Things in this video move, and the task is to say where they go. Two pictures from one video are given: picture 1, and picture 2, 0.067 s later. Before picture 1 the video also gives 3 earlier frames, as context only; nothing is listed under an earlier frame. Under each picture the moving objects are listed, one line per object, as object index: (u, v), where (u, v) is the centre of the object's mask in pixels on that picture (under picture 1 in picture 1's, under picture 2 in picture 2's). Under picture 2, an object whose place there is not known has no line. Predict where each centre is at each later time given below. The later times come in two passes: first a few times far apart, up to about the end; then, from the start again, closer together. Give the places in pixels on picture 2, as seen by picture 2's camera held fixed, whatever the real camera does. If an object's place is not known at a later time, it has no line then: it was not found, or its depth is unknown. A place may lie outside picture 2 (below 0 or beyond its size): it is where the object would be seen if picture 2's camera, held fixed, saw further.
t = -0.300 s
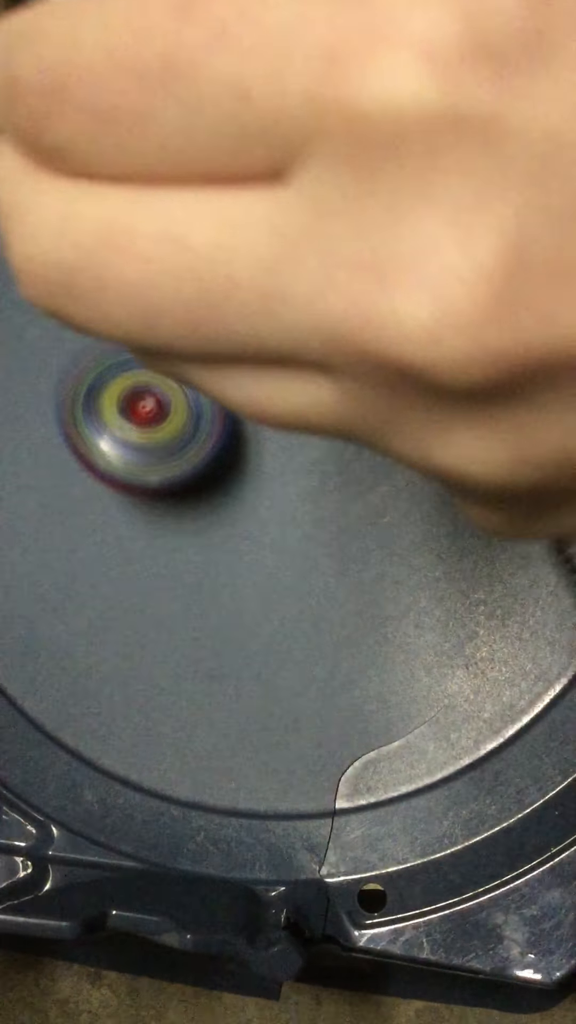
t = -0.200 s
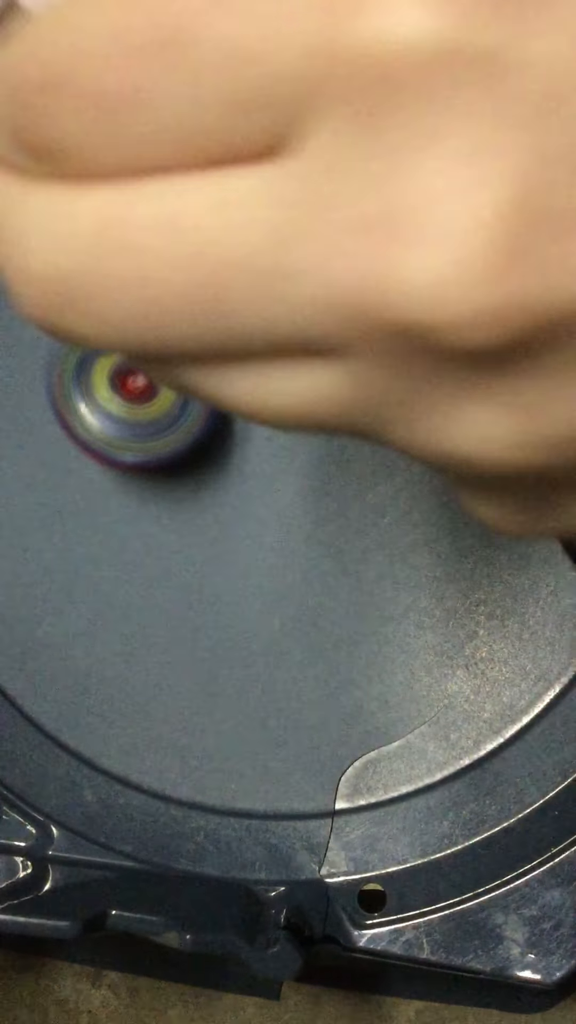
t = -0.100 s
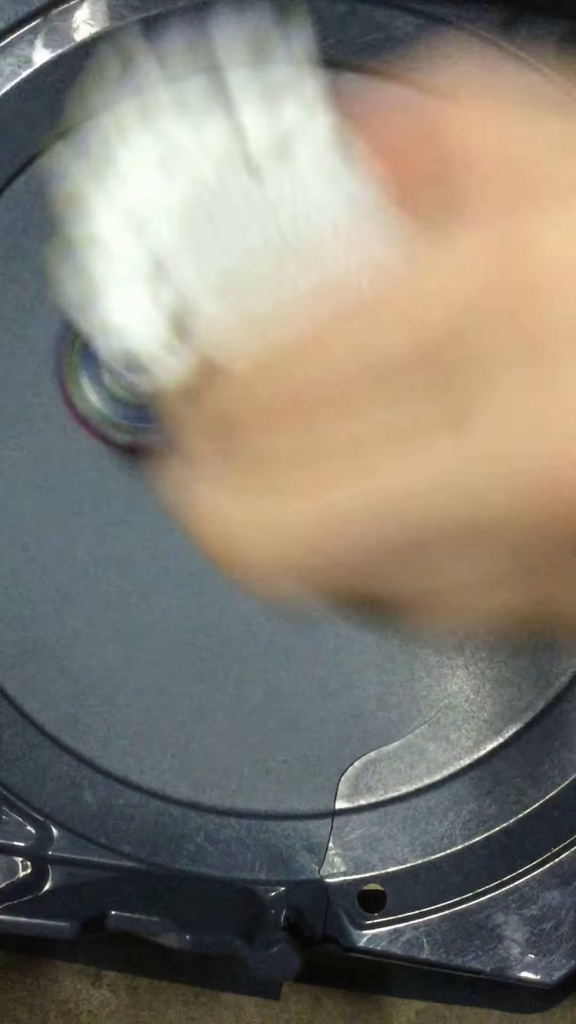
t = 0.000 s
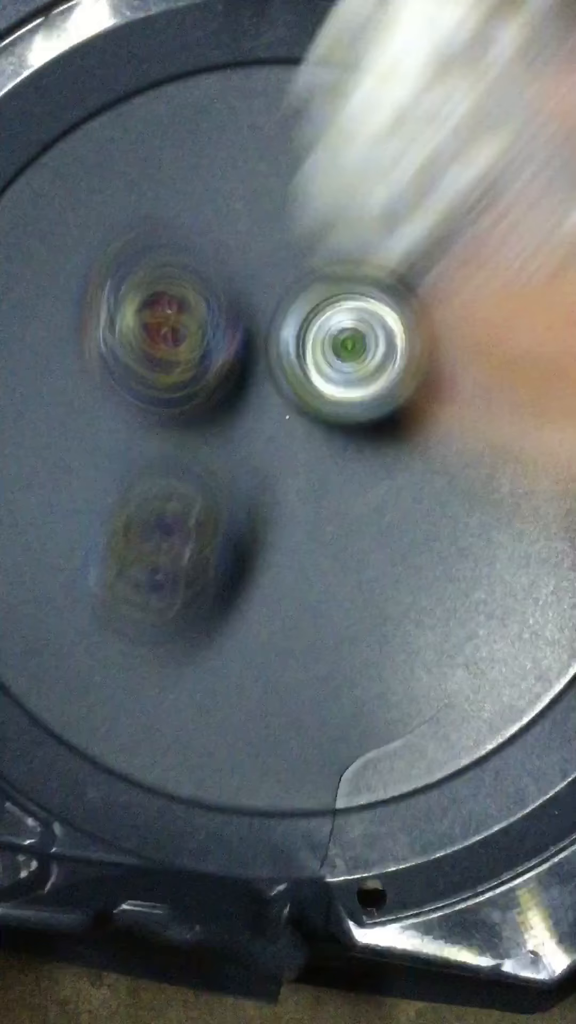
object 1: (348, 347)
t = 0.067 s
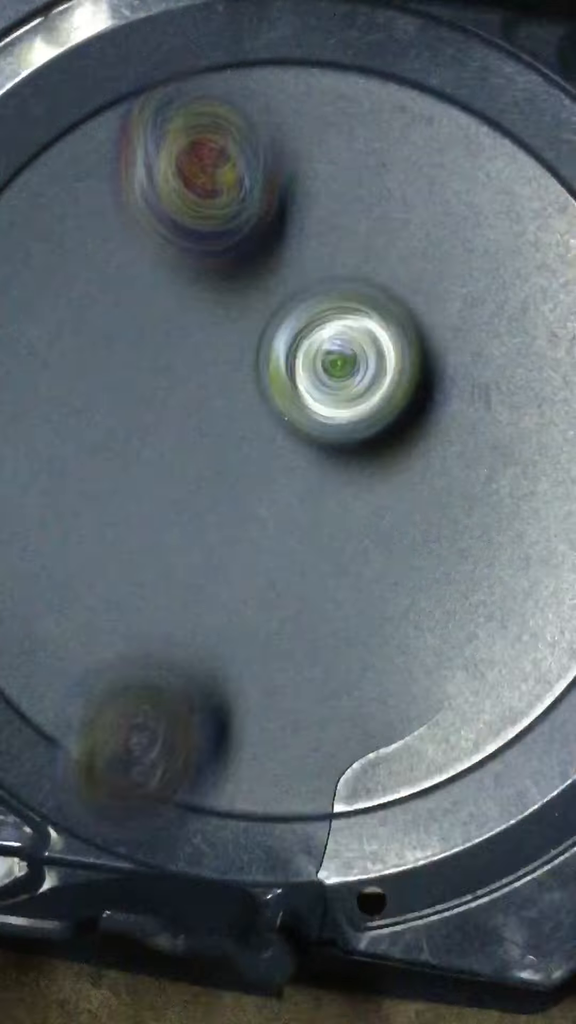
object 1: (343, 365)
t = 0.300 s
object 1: (370, 283)
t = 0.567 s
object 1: (263, 263)
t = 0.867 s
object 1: (258, 282)
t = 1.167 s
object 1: (279, 380)
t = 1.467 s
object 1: (168, 462)
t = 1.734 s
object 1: (53, 502)
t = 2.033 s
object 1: (219, 499)
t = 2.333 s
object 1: (493, 311)
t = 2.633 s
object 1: (501, 349)
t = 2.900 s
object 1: (517, 651)
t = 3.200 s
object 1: (324, 739)
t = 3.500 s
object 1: (86, 656)
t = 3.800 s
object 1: (82, 444)
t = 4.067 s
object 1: (167, 311)
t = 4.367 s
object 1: (302, 358)
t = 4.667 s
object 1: (418, 432)
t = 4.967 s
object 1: (322, 573)
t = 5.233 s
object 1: (286, 495)
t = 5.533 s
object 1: (331, 379)
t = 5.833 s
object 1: (357, 422)
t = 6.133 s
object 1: (292, 460)
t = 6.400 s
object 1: (304, 445)
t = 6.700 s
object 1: (282, 469)
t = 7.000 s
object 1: (278, 475)
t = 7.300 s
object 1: (286, 525)
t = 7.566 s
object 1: (298, 510)
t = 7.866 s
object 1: (322, 496)
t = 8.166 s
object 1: (313, 498)
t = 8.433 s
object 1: (308, 499)
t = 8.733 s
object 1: (308, 499)
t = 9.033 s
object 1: (310, 499)
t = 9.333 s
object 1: (307, 500)
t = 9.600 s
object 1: (308, 500)
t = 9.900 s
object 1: (307, 500)
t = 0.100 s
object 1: (338, 380)
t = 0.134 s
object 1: (336, 397)
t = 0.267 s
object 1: (357, 331)
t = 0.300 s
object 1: (370, 283)
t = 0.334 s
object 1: (398, 252)
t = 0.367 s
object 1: (416, 230)
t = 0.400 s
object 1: (425, 214)
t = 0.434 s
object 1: (427, 203)
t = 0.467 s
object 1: (423, 209)
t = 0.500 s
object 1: (401, 218)
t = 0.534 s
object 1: (315, 244)
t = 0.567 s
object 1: (263, 263)
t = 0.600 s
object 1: (266, 254)
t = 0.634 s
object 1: (270, 247)
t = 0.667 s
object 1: (271, 242)
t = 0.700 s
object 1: (269, 241)
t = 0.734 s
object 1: (265, 244)
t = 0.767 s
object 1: (262, 252)
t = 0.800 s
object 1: (260, 261)
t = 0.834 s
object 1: (258, 270)
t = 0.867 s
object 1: (258, 282)
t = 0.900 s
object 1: (257, 295)
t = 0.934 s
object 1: (258, 306)
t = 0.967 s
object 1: (259, 318)
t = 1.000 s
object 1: (261, 330)
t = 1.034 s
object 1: (264, 343)
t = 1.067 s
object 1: (265, 353)
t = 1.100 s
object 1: (269, 363)
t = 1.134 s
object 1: (274, 372)
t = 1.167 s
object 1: (279, 380)
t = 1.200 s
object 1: (282, 386)
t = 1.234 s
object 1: (285, 395)
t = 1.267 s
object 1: (289, 404)
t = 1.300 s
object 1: (293, 412)
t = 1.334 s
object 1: (297, 418)
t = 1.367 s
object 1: (299, 423)
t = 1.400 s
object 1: (269, 449)
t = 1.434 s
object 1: (220, 457)
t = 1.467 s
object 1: (168, 462)
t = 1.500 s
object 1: (127, 465)
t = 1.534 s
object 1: (95, 469)
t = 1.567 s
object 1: (73, 472)
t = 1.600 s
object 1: (63, 477)
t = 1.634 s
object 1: (58, 483)
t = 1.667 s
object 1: (55, 492)
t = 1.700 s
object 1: (53, 499)
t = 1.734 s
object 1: (53, 502)
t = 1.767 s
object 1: (54, 507)
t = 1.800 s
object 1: (58, 509)
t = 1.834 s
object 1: (64, 511)
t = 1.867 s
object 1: (72, 514)
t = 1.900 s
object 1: (85, 517)
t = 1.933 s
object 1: (119, 520)
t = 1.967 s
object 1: (153, 513)
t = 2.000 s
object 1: (188, 510)
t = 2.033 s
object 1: (219, 499)
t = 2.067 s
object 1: (260, 470)
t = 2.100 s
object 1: (297, 446)
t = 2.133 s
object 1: (332, 422)
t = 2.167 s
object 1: (368, 399)
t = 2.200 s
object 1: (398, 378)
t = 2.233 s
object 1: (428, 356)
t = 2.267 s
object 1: (450, 337)
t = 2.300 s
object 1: (474, 322)
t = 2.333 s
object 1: (493, 311)
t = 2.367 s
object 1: (504, 302)
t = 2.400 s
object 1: (511, 294)
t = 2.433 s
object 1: (517, 293)
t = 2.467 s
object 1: (517, 297)
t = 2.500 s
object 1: (518, 301)
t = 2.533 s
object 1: (515, 311)
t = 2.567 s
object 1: (511, 316)
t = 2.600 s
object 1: (502, 324)
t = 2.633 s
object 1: (501, 349)
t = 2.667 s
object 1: (508, 388)
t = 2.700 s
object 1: (515, 429)
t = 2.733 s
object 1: (519, 470)
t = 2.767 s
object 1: (522, 509)
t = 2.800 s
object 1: (524, 548)
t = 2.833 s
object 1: (522, 586)
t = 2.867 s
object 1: (521, 619)
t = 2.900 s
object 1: (517, 651)
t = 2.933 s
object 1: (511, 680)
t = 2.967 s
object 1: (499, 701)
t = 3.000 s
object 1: (481, 716)
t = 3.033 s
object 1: (458, 725)
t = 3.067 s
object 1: (432, 726)
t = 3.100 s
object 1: (405, 728)
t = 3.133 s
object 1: (381, 731)
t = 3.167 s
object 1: (353, 737)
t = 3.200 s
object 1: (324, 739)
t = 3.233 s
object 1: (293, 741)
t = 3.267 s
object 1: (264, 740)
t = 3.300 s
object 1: (230, 736)
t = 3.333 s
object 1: (200, 729)
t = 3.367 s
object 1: (172, 720)
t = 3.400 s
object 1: (146, 708)
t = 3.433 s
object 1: (123, 692)
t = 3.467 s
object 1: (103, 675)
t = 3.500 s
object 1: (86, 656)
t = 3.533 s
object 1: (76, 637)
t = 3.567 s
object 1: (69, 614)
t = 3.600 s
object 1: (67, 593)
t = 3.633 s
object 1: (65, 569)
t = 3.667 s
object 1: (65, 547)
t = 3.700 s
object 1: (68, 523)
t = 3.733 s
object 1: (71, 496)
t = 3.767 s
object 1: (76, 470)
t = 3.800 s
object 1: (82, 444)
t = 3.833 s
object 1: (89, 415)
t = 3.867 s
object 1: (98, 393)
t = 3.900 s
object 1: (111, 371)
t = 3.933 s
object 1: (120, 352)
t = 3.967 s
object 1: (133, 334)
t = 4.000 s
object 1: (146, 320)
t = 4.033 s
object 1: (156, 314)
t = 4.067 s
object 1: (167, 311)
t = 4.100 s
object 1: (178, 312)
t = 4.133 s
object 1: (190, 312)
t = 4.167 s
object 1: (206, 315)
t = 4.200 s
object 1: (220, 317)
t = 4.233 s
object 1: (235, 320)
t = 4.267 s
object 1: (251, 326)
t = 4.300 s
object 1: (268, 334)
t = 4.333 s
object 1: (286, 345)
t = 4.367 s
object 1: (302, 358)
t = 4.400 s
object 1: (324, 351)
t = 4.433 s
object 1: (352, 340)
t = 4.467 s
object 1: (371, 343)
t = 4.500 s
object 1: (391, 350)
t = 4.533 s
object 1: (405, 362)
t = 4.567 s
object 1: (414, 377)
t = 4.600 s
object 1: (417, 393)
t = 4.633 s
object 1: (418, 412)
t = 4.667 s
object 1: (418, 432)
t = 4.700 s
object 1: (412, 452)
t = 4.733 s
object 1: (404, 474)
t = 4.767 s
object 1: (392, 493)
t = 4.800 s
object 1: (377, 512)
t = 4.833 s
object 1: (360, 532)
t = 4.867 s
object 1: (341, 551)
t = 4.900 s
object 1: (332, 569)
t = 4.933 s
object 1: (328, 571)
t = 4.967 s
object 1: (322, 573)
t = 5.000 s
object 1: (319, 570)
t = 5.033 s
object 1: (315, 565)
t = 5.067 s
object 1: (311, 560)
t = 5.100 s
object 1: (306, 550)
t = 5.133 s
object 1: (304, 540)
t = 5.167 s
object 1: (295, 528)
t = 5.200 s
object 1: (289, 512)
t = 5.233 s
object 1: (286, 495)
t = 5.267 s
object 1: (288, 479)
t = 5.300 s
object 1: (286, 462)
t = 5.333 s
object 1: (288, 443)
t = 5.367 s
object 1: (292, 427)
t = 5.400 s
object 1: (300, 413)
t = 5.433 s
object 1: (306, 400)
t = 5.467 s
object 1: (315, 389)
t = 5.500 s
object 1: (322, 384)
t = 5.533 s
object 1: (331, 379)
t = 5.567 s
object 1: (338, 379)
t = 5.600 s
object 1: (343, 379)
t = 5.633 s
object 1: (347, 379)
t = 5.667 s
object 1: (353, 385)
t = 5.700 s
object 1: (357, 388)
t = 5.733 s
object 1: (359, 397)
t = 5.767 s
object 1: (362, 405)
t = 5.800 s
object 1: (358, 412)
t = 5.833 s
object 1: (357, 422)
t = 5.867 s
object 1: (347, 430)
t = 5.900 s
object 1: (339, 441)
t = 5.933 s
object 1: (324, 449)
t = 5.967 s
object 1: (313, 455)
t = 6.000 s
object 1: (304, 460)
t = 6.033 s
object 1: (301, 463)
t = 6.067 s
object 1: (297, 463)
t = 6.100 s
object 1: (295, 463)
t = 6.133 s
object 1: (292, 460)
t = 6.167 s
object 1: (292, 456)
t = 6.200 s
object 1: (288, 449)
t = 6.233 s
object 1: (292, 446)
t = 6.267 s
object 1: (290, 444)
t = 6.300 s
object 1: (293, 442)
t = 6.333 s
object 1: (295, 442)
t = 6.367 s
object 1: (299, 442)
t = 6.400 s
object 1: (304, 445)
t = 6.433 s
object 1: (309, 447)
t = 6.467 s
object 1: (307, 449)
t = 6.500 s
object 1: (311, 454)
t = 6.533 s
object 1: (311, 461)
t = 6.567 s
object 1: (303, 464)
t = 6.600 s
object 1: (300, 467)
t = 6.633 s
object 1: (295, 472)
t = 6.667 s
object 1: (286, 471)
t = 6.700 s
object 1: (282, 469)
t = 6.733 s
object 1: (277, 469)
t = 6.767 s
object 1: (274, 468)
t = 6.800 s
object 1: (277, 468)
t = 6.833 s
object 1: (280, 469)
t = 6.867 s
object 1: (280, 470)
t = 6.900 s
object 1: (278, 470)
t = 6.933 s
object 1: (279, 471)
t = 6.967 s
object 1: (277, 471)
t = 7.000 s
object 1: (278, 475)
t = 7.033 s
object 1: (282, 479)
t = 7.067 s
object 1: (285, 485)
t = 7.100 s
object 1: (285, 494)
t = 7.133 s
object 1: (285, 503)
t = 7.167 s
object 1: (283, 512)
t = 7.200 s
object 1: (286, 519)
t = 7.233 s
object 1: (287, 523)
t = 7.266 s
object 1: (287, 524)
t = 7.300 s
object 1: (286, 525)
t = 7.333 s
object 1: (286, 525)
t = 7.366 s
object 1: (287, 523)
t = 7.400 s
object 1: (289, 519)
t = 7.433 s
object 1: (291, 516)
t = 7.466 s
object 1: (293, 514)
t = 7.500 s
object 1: (295, 513)
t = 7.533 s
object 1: (296, 512)
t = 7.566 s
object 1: (298, 510)
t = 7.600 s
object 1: (302, 508)
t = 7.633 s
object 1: (305, 504)
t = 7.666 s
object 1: (310, 500)
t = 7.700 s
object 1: (317, 498)
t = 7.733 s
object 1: (321, 497)
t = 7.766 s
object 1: (323, 496)
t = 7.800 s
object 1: (324, 496)
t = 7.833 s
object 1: (324, 496)
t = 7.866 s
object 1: (322, 496)
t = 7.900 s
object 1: (319, 497)
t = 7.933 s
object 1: (315, 498)
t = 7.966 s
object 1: (309, 501)
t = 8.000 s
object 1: (305, 503)
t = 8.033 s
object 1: (304, 504)
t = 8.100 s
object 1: (305, 503)
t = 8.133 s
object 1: (309, 500)
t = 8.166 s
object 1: (313, 498)
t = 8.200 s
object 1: (316, 497)
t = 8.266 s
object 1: (315, 497)
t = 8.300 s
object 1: (312, 498)
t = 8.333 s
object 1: (308, 501)
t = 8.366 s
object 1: (305, 502)
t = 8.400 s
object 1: (306, 501)
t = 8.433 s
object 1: (308, 499)
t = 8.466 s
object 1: (311, 498)
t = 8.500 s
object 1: (314, 497)
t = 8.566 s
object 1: (312, 498)
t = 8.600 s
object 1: (311, 498)
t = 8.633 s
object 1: (308, 499)
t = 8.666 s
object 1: (307, 500)
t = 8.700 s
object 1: (308, 500)
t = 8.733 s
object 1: (308, 499)
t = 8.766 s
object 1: (309, 499)
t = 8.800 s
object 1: (310, 498)
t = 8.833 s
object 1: (311, 498)
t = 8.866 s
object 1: (311, 498)
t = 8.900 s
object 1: (311, 498)
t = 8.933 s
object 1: (312, 498)
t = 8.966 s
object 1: (312, 498)
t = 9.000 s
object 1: (311, 498)
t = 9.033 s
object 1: (310, 499)
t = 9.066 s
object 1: (308, 499)
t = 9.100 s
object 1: (307, 500)
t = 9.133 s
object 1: (306, 500)
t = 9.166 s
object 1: (307, 500)
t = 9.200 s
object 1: (308, 499)
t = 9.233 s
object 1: (308, 499)
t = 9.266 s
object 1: (308, 499)
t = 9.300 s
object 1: (308, 500)
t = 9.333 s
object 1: (307, 500)
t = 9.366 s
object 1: (308, 500)
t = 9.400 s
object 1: (308, 500)
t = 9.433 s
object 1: (307, 499)
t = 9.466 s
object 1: (308, 500)
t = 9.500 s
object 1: (307, 500)
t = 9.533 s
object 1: (307, 500)
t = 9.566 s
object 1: (307, 500)
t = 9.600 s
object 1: (308, 500)
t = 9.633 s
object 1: (308, 500)
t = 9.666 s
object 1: (307, 500)
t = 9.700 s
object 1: (307, 500)
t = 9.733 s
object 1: (307, 500)
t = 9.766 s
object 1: (307, 500)
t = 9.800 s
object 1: (307, 500)
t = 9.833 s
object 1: (307, 500)
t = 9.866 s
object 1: (307, 500)
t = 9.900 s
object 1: (307, 500)
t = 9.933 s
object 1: (307, 500)
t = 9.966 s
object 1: (307, 500)
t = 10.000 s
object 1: (307, 500)
